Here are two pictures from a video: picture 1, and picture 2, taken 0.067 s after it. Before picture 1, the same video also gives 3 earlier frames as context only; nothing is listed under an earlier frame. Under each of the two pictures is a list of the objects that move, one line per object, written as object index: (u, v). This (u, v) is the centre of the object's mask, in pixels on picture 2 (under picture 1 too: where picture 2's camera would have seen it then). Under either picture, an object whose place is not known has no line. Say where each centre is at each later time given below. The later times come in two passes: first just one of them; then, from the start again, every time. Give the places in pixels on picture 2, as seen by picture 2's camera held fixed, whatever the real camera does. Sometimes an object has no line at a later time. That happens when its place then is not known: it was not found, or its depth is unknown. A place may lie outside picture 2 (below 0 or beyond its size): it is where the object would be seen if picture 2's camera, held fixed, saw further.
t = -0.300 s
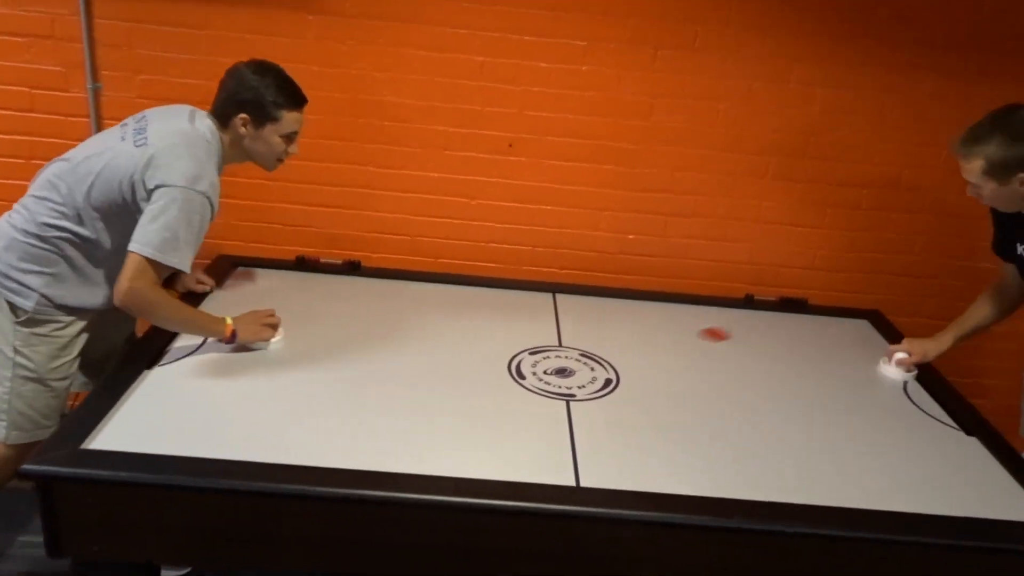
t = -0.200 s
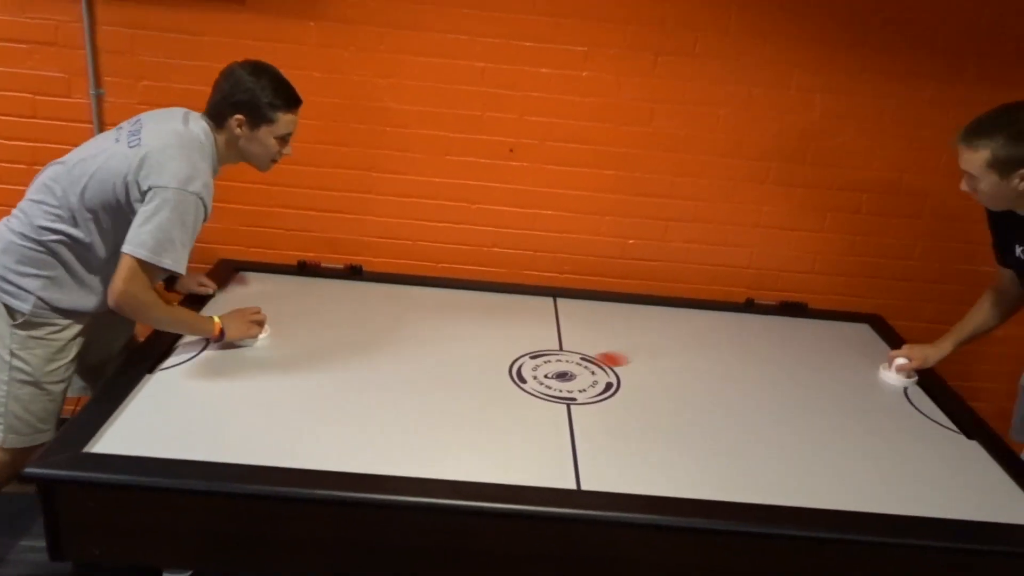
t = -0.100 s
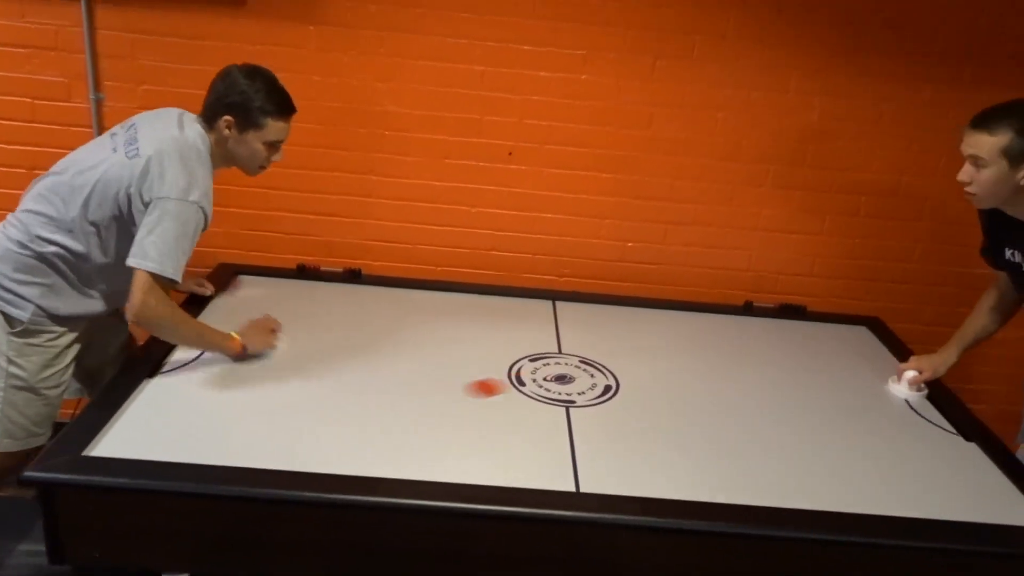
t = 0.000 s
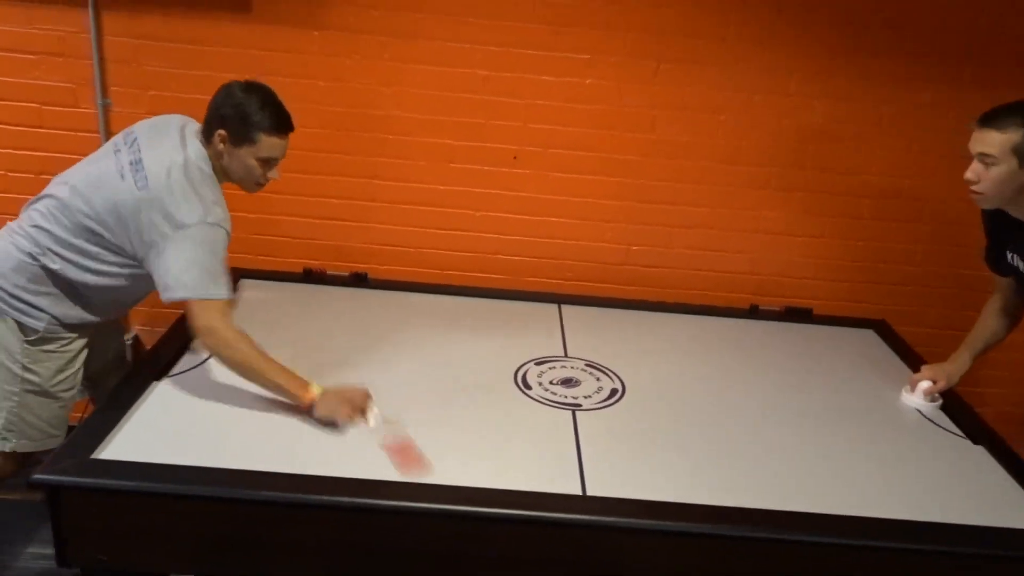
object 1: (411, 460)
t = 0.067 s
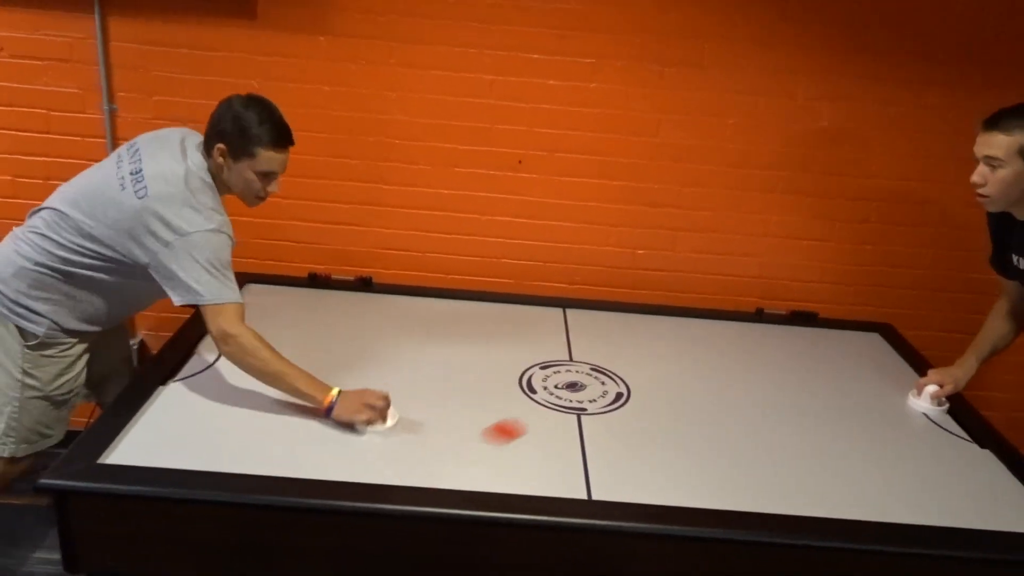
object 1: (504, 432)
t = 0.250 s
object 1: (671, 323)
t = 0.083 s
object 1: (524, 419)
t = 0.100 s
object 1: (540, 408)
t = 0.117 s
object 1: (559, 395)
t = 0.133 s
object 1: (576, 383)
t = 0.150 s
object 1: (593, 373)
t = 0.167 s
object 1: (609, 362)
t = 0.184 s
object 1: (621, 354)
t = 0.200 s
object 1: (635, 345)
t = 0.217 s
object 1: (647, 338)
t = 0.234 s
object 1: (659, 329)
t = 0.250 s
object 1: (671, 323)
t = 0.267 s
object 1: (683, 325)
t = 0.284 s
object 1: (697, 332)
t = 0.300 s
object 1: (711, 338)
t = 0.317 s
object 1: (725, 345)
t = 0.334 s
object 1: (740, 352)
